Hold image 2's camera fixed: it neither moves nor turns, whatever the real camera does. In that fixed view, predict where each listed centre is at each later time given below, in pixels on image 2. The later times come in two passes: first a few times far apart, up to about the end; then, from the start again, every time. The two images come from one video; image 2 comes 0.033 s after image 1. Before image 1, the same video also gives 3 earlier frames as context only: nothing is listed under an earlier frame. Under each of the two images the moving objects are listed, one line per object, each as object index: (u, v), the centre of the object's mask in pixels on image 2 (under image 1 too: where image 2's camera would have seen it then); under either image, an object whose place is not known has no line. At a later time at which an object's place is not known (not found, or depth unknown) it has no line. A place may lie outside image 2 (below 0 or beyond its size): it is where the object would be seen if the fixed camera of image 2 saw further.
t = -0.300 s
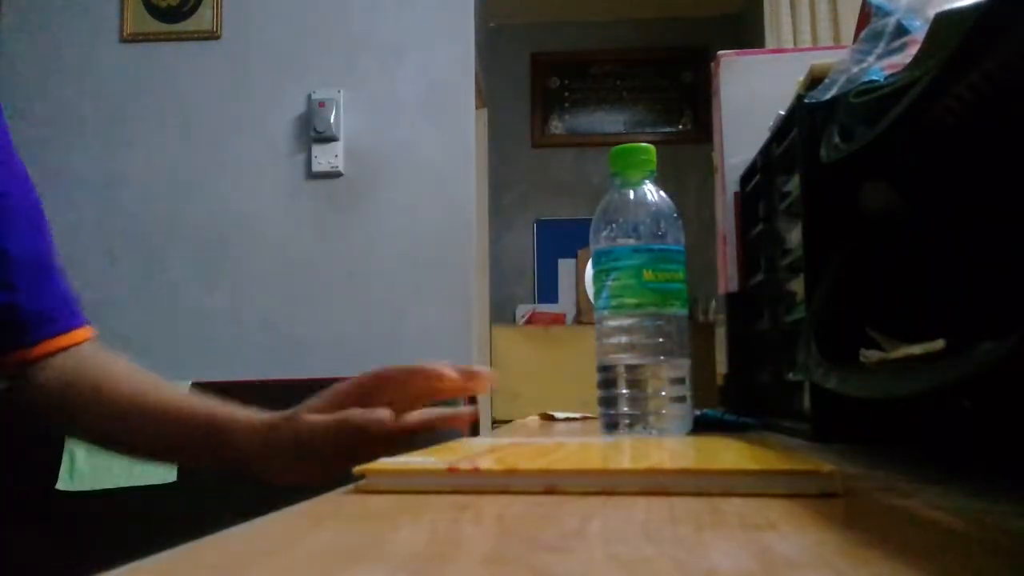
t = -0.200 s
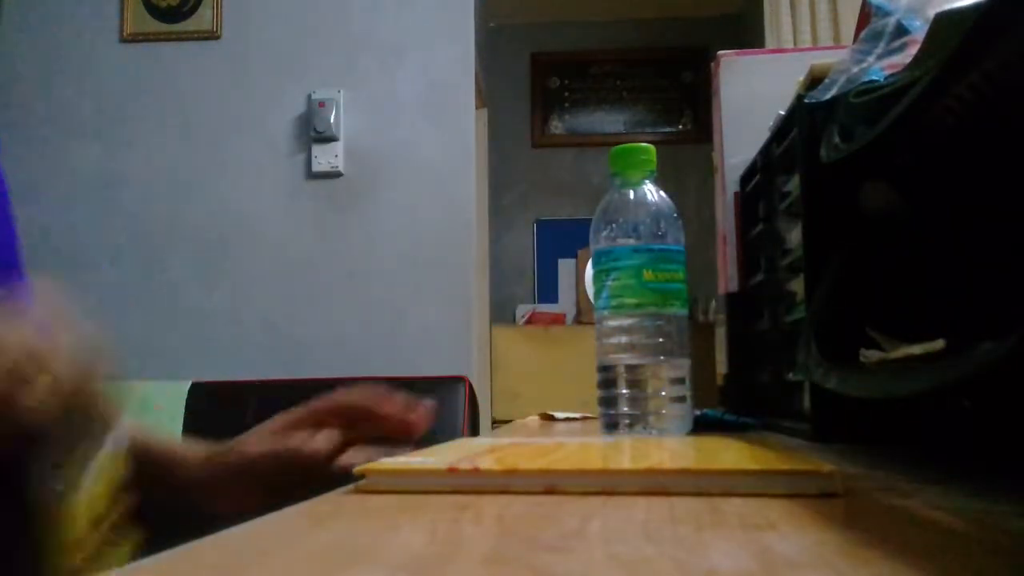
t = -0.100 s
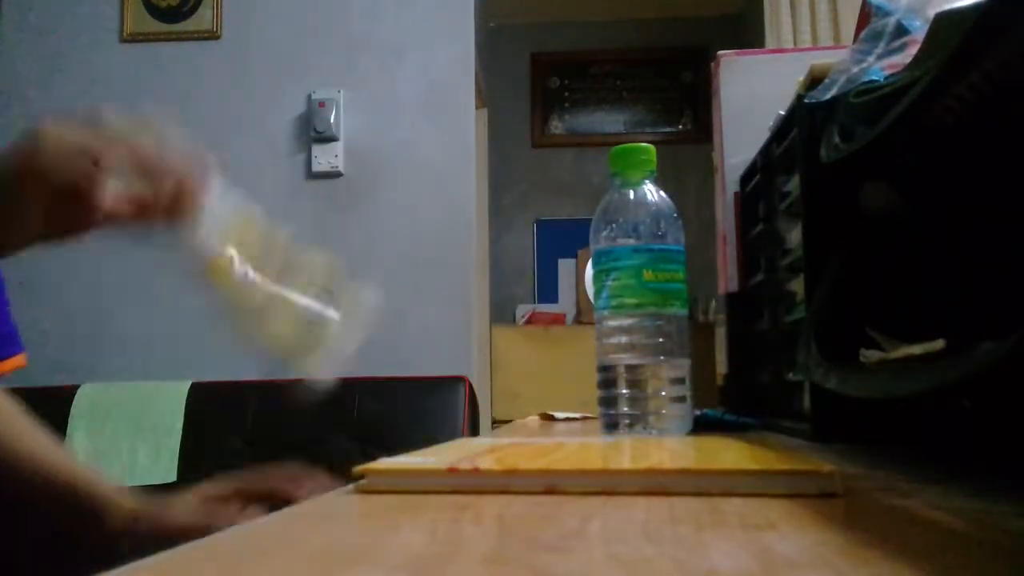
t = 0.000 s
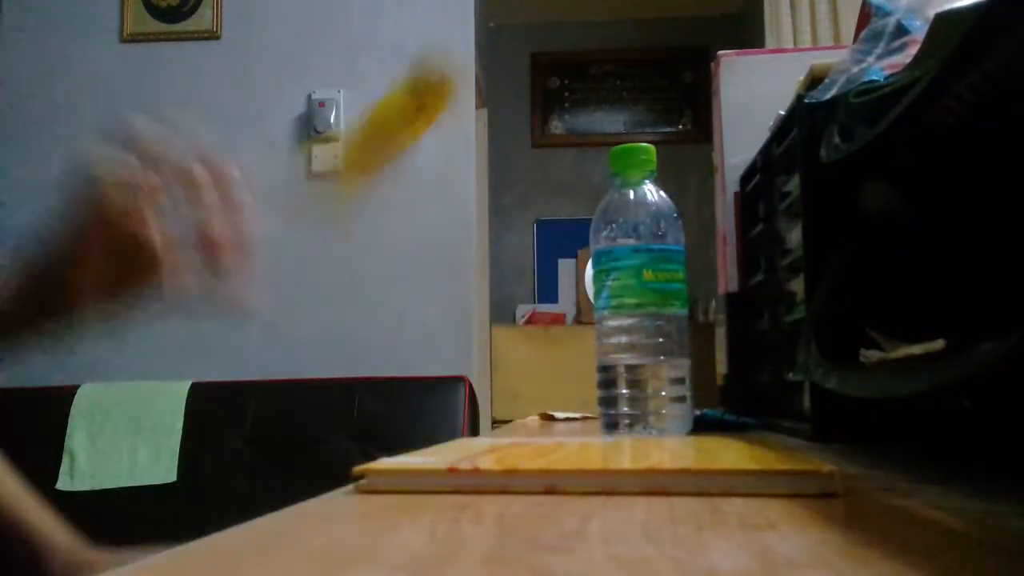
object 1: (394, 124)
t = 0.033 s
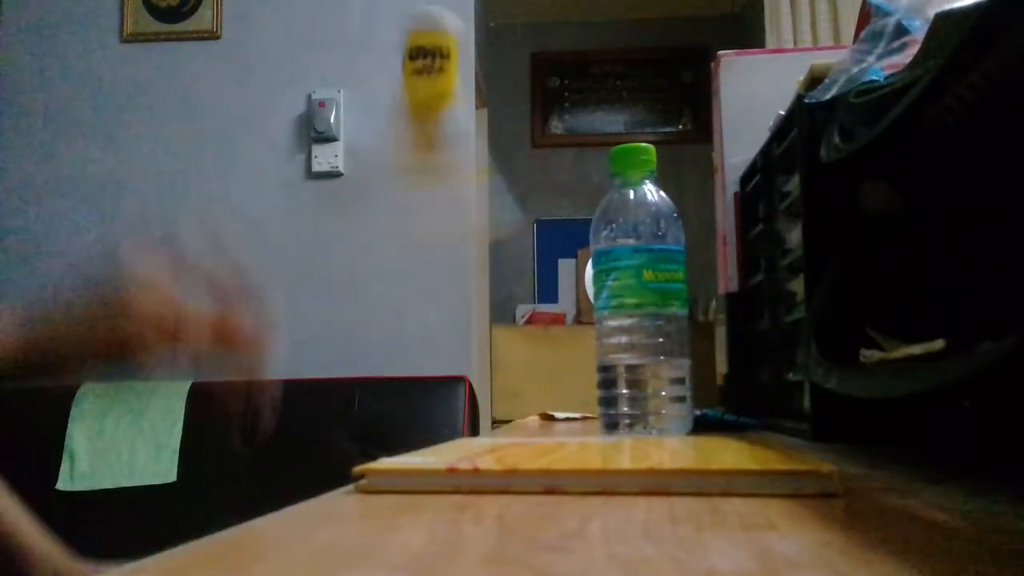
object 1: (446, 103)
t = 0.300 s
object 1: (522, 367)
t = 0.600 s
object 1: (511, 418)
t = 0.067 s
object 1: (499, 137)
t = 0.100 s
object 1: (533, 144)
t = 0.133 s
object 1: (557, 190)
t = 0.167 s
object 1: (592, 253)
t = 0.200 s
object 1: (587, 318)
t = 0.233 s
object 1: (570, 314)
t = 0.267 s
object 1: (554, 329)
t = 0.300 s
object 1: (522, 367)
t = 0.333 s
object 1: (517, 413)
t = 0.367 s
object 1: (511, 413)
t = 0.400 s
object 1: (511, 418)
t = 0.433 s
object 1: (511, 418)
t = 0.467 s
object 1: (511, 418)
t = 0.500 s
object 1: (511, 418)
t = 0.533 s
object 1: (511, 418)
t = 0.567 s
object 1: (511, 418)
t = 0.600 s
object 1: (511, 418)
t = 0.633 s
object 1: (511, 418)
